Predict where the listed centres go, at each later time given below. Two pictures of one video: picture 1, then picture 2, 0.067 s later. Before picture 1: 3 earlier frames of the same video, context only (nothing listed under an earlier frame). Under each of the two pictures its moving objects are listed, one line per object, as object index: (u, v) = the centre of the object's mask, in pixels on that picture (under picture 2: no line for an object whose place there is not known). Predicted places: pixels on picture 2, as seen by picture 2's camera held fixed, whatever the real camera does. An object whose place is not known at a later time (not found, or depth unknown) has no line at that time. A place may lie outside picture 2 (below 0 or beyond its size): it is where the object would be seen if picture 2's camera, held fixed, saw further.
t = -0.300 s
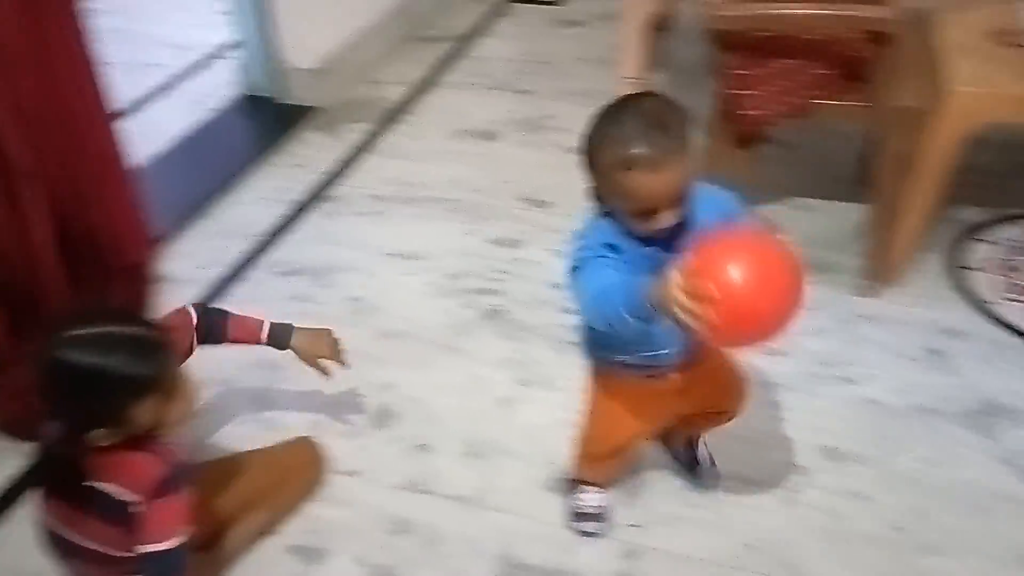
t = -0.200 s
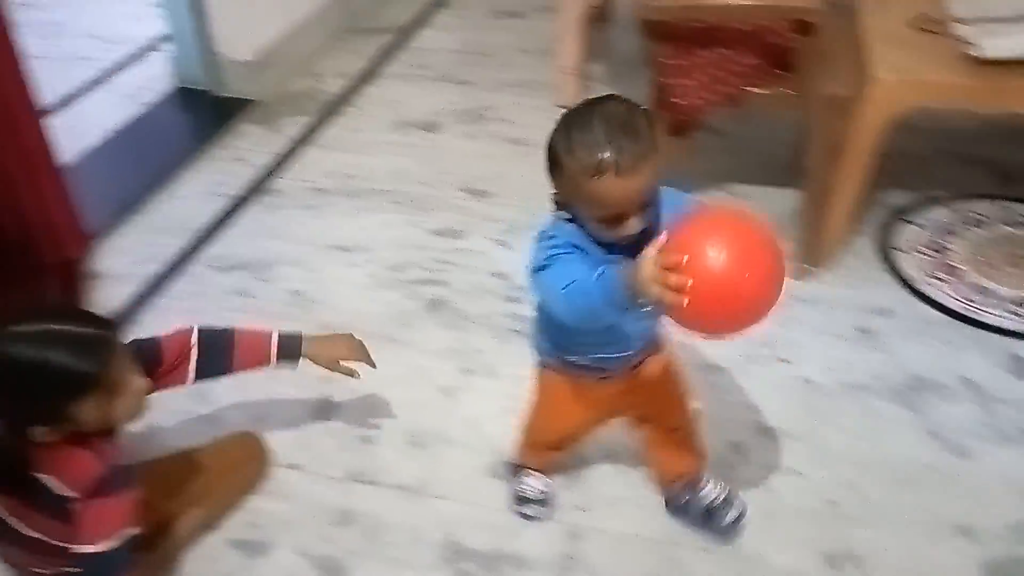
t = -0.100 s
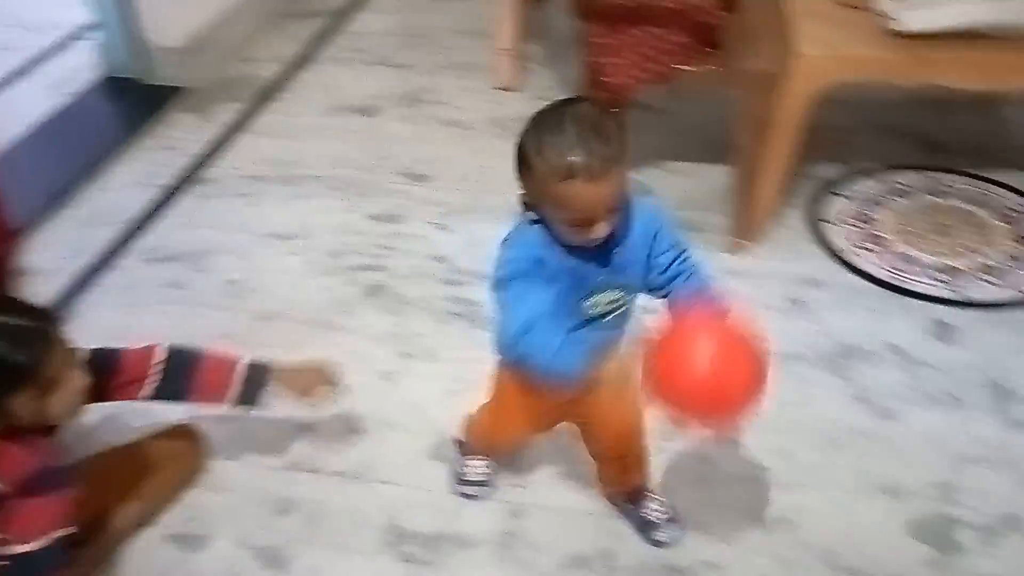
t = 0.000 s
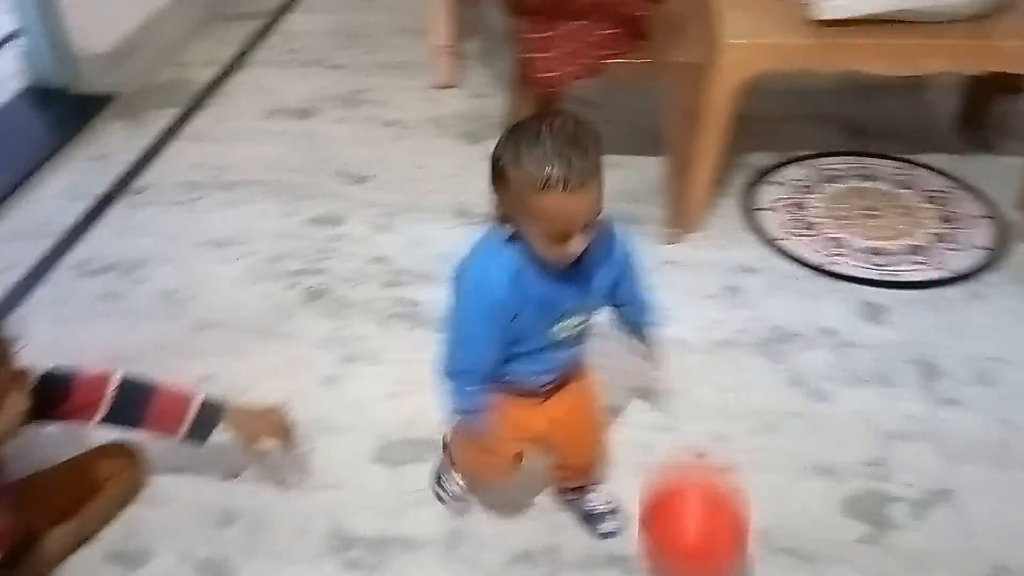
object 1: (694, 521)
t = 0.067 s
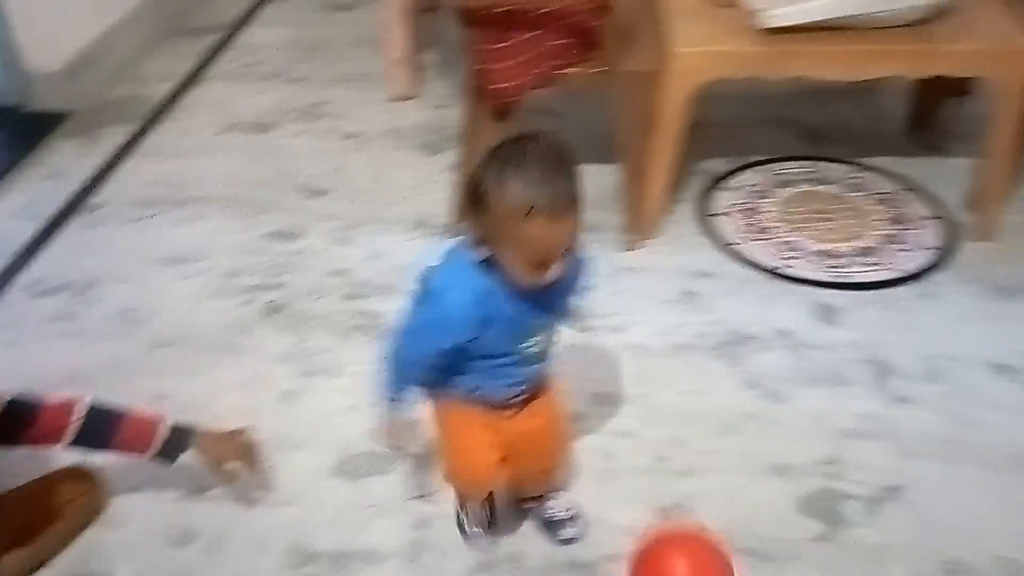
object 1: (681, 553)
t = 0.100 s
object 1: (697, 540)
